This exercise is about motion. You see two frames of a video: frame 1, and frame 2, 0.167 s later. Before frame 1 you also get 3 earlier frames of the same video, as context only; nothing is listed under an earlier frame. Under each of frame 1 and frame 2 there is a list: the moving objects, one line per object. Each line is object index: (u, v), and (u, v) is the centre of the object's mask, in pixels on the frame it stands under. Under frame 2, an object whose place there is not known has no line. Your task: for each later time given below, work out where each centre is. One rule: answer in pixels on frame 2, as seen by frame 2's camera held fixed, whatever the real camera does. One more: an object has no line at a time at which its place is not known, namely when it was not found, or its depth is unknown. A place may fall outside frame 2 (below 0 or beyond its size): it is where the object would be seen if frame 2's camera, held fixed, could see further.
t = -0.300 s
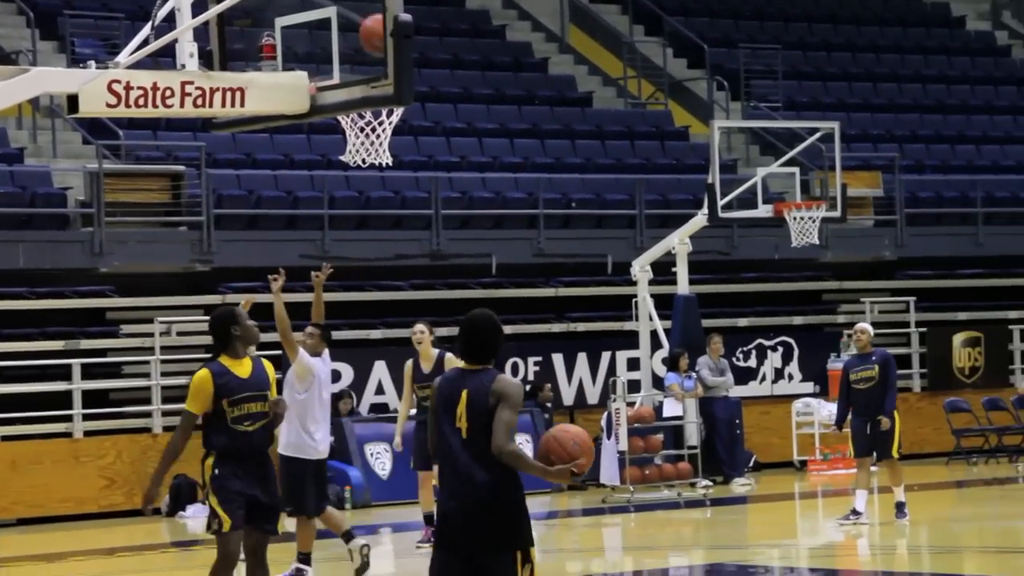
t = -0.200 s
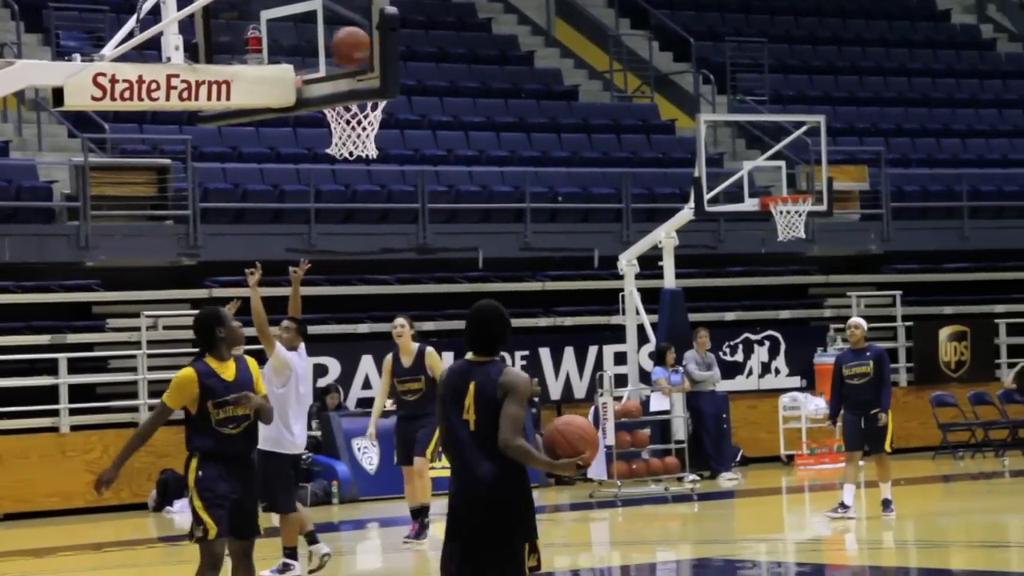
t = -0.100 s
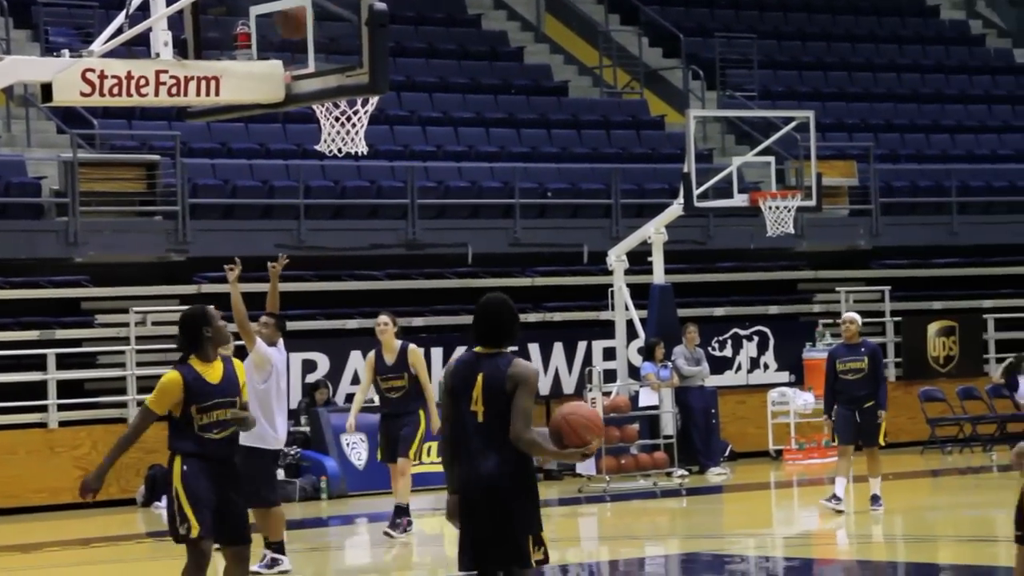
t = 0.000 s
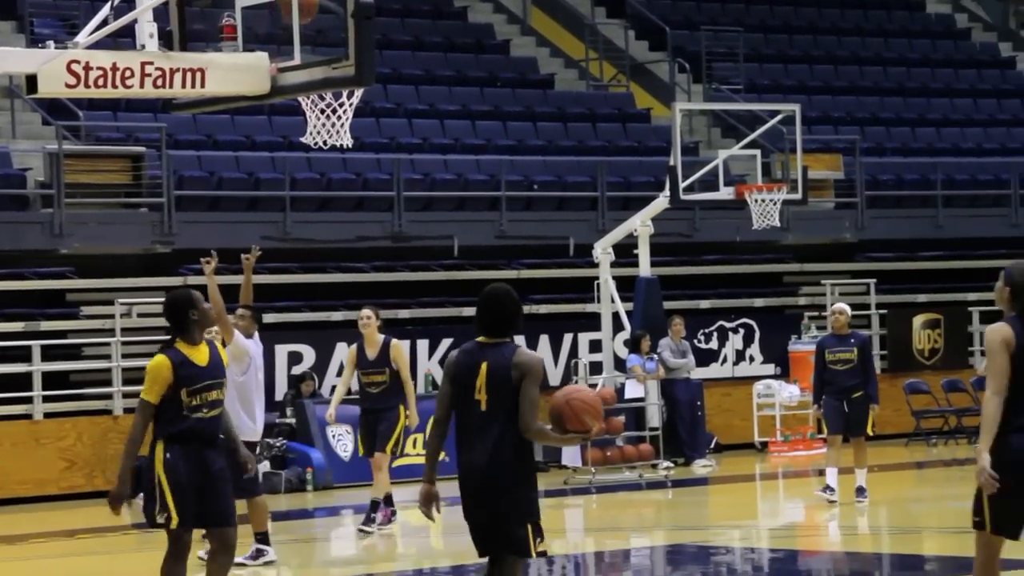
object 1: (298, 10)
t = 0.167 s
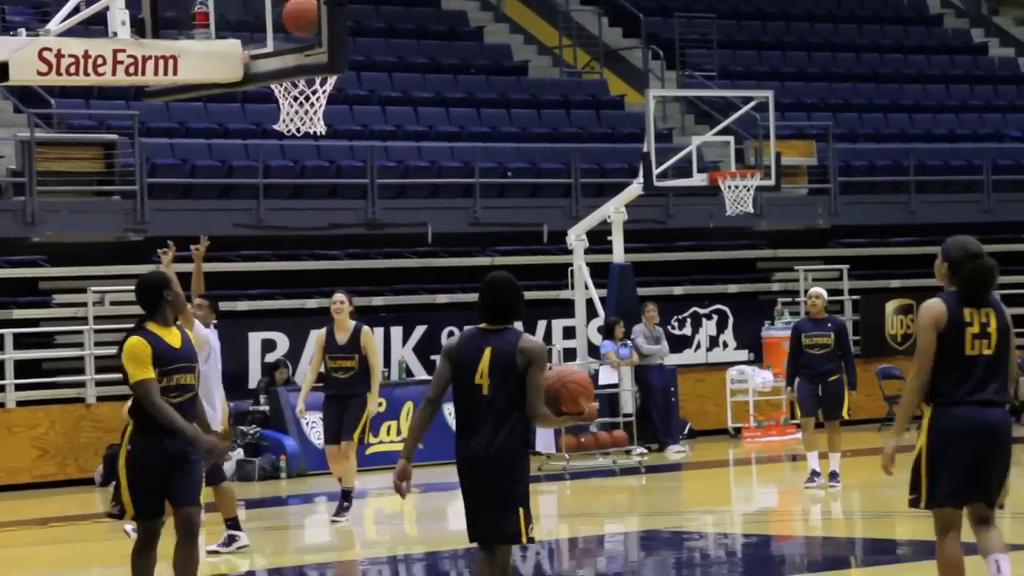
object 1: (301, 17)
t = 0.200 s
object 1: (307, 26)
